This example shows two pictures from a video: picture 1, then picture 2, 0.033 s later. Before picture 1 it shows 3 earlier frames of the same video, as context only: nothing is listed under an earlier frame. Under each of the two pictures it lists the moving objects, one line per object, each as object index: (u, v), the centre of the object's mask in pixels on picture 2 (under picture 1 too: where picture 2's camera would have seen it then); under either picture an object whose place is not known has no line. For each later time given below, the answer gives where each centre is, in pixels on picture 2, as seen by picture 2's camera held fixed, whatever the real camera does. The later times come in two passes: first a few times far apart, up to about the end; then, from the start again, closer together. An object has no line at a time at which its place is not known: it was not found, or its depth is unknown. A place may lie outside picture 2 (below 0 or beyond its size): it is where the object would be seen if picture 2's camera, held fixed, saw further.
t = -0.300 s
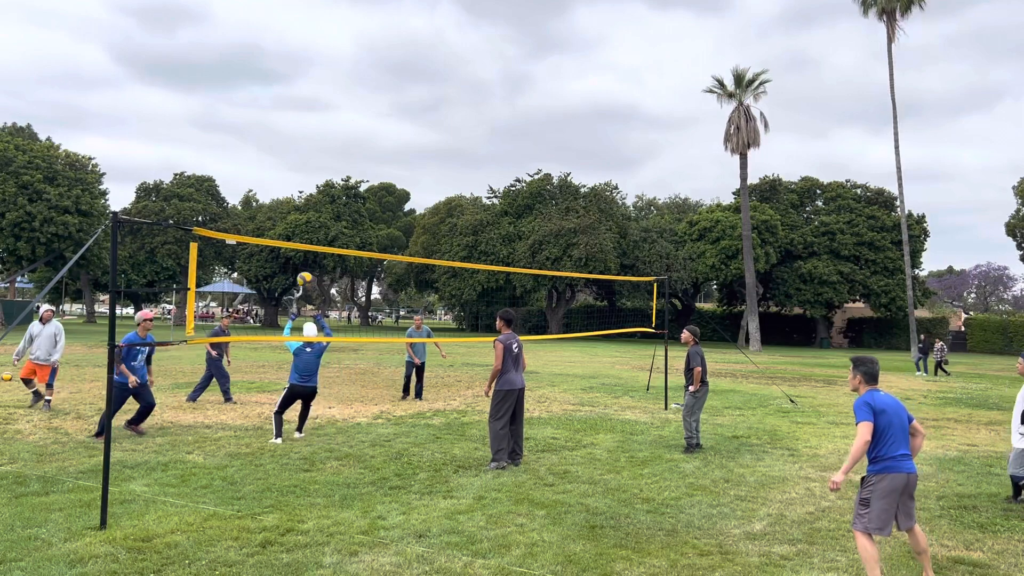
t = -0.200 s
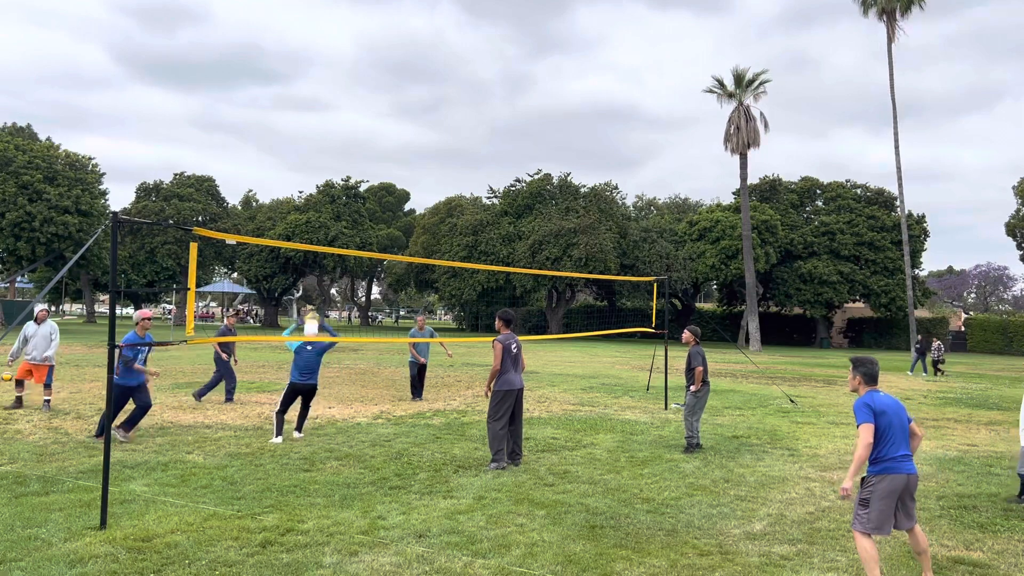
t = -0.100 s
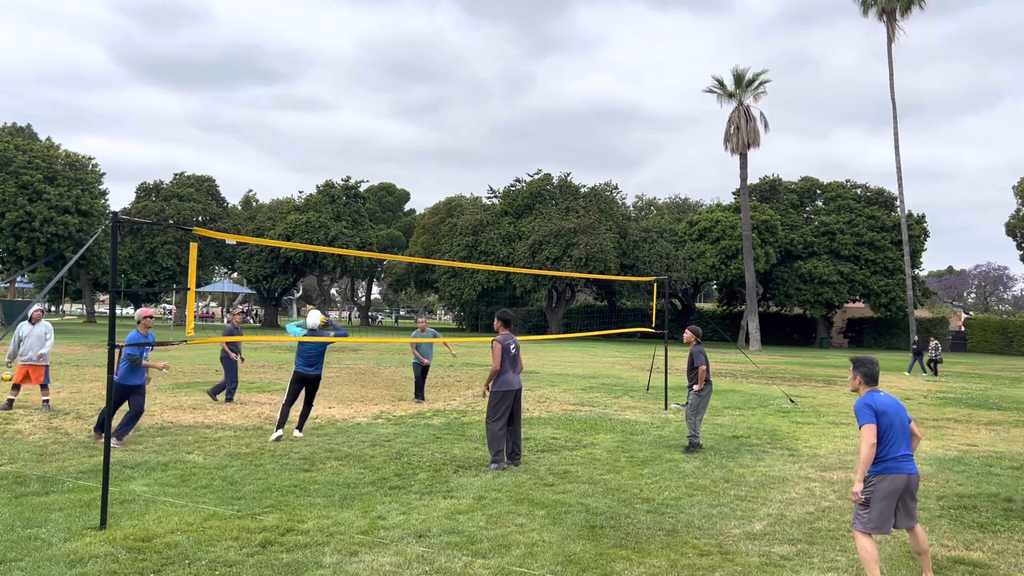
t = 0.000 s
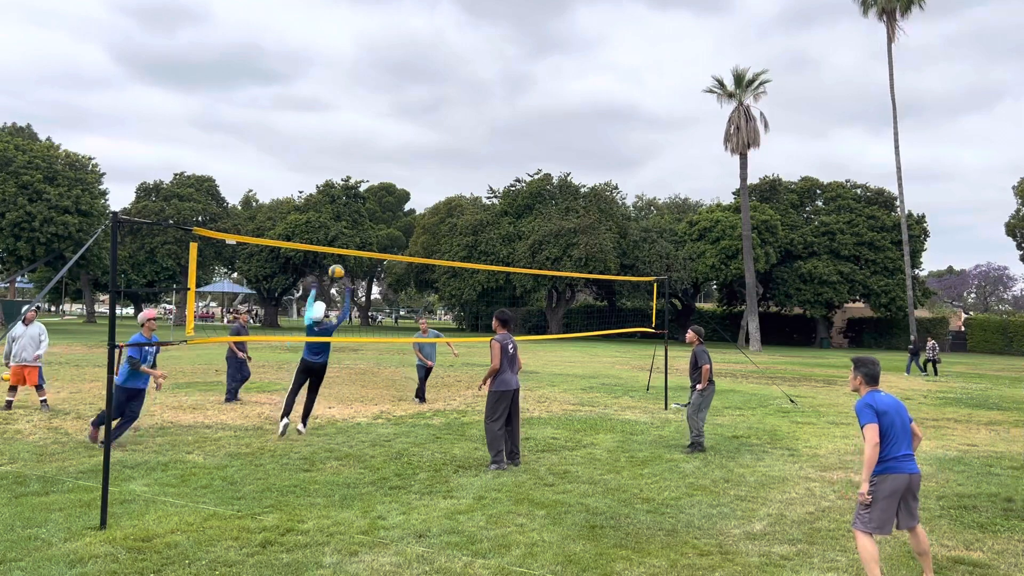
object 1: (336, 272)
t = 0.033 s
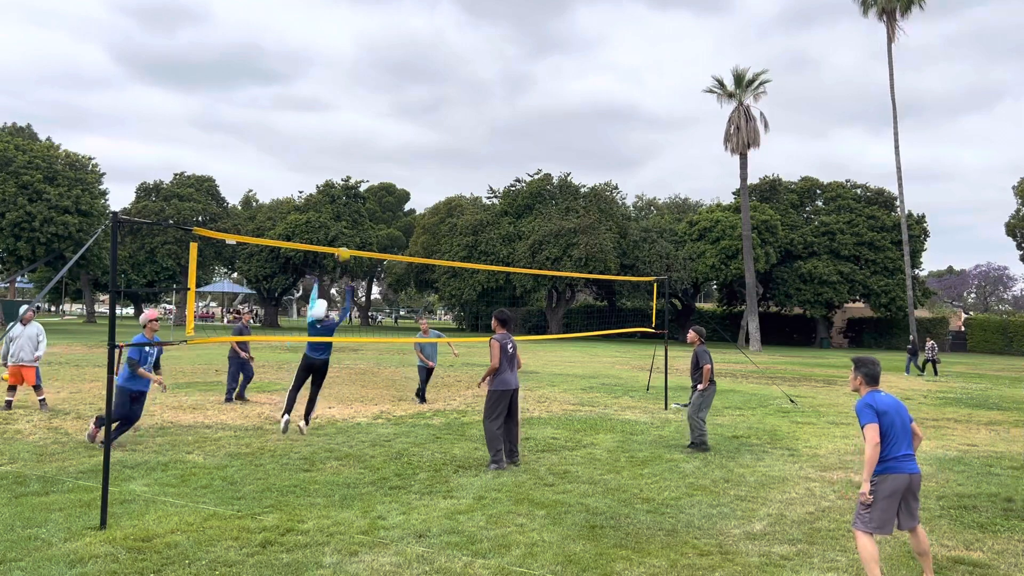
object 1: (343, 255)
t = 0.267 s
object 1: (382, 164)
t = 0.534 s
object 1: (424, 114)
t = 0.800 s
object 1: (461, 114)
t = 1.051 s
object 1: (491, 153)
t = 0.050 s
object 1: (346, 245)
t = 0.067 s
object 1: (348, 238)
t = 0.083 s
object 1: (351, 230)
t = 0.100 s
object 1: (355, 223)
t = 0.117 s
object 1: (358, 216)
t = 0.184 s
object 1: (369, 190)
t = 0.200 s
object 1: (371, 184)
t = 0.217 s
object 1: (374, 179)
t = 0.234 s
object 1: (377, 174)
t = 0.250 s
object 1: (380, 169)
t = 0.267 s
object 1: (382, 164)
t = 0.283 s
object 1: (385, 159)
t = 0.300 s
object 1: (388, 154)
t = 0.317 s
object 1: (391, 150)
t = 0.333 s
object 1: (393, 146)
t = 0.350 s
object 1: (396, 142)
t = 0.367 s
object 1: (399, 139)
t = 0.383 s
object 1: (401, 135)
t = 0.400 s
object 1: (404, 132)
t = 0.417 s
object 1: (406, 129)
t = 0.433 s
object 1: (409, 126)
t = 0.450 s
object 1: (412, 124)
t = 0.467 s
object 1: (414, 121)
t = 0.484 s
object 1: (417, 119)
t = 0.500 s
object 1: (419, 117)
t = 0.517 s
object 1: (422, 115)
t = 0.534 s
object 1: (424, 114)
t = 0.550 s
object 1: (426, 113)
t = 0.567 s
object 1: (429, 111)
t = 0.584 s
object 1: (431, 110)
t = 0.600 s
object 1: (433, 110)
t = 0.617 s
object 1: (436, 109)
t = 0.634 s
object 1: (438, 109)
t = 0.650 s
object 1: (440, 108)
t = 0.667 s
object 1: (443, 108)
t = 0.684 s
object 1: (445, 109)
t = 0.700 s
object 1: (447, 109)
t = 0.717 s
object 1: (449, 109)
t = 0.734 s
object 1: (452, 110)
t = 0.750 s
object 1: (454, 110)
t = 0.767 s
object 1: (456, 112)
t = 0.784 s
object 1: (458, 113)
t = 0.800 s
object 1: (461, 114)
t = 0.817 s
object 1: (463, 116)
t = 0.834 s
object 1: (465, 117)
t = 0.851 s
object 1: (467, 119)
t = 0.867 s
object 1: (469, 121)
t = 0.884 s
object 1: (471, 123)
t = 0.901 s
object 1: (473, 125)
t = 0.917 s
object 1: (475, 128)
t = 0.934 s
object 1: (477, 131)
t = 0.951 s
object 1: (479, 133)
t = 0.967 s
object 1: (481, 136)
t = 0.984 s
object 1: (483, 139)
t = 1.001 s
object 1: (485, 143)
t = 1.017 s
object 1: (487, 146)
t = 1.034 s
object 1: (489, 150)
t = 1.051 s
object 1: (491, 153)
